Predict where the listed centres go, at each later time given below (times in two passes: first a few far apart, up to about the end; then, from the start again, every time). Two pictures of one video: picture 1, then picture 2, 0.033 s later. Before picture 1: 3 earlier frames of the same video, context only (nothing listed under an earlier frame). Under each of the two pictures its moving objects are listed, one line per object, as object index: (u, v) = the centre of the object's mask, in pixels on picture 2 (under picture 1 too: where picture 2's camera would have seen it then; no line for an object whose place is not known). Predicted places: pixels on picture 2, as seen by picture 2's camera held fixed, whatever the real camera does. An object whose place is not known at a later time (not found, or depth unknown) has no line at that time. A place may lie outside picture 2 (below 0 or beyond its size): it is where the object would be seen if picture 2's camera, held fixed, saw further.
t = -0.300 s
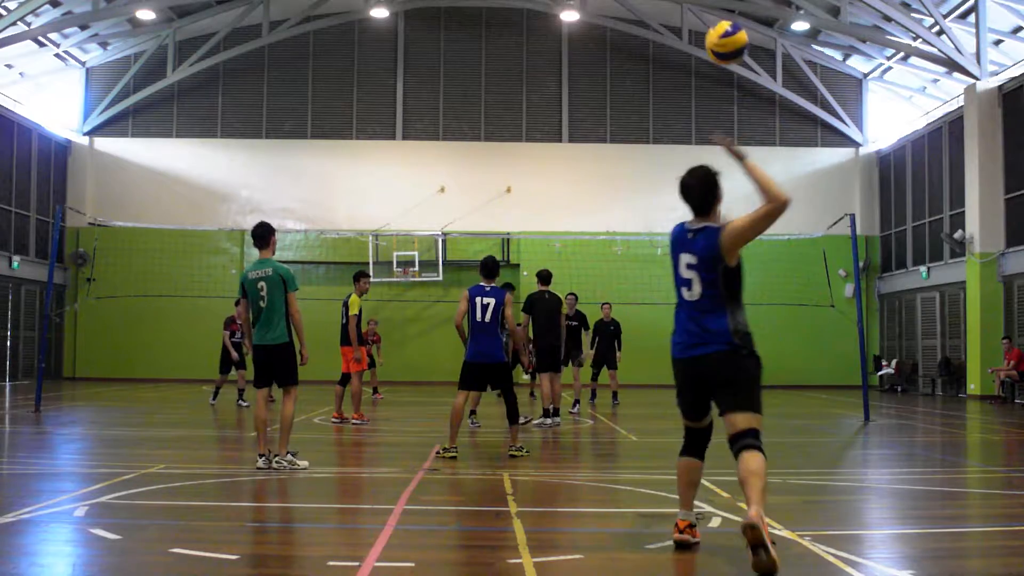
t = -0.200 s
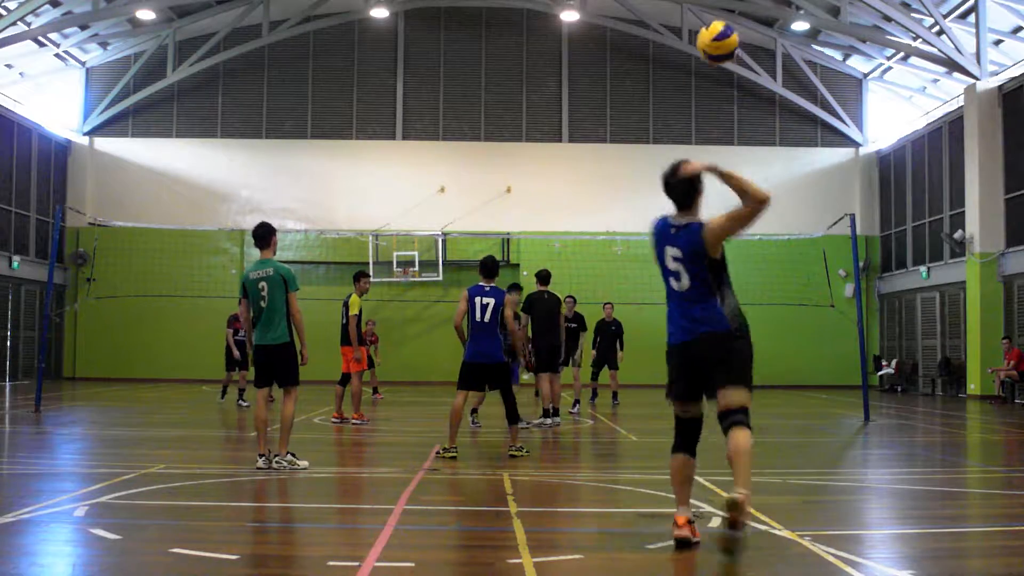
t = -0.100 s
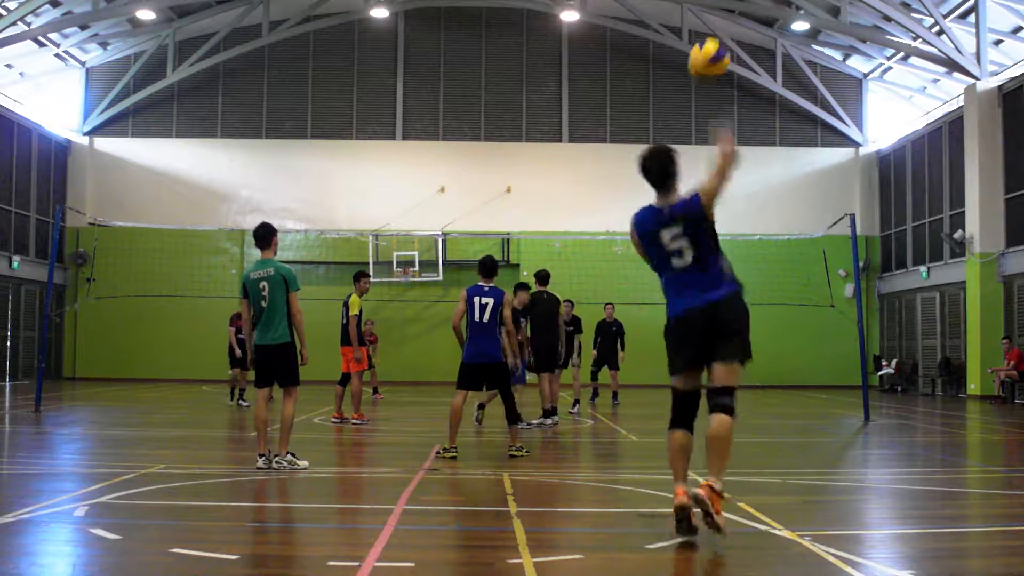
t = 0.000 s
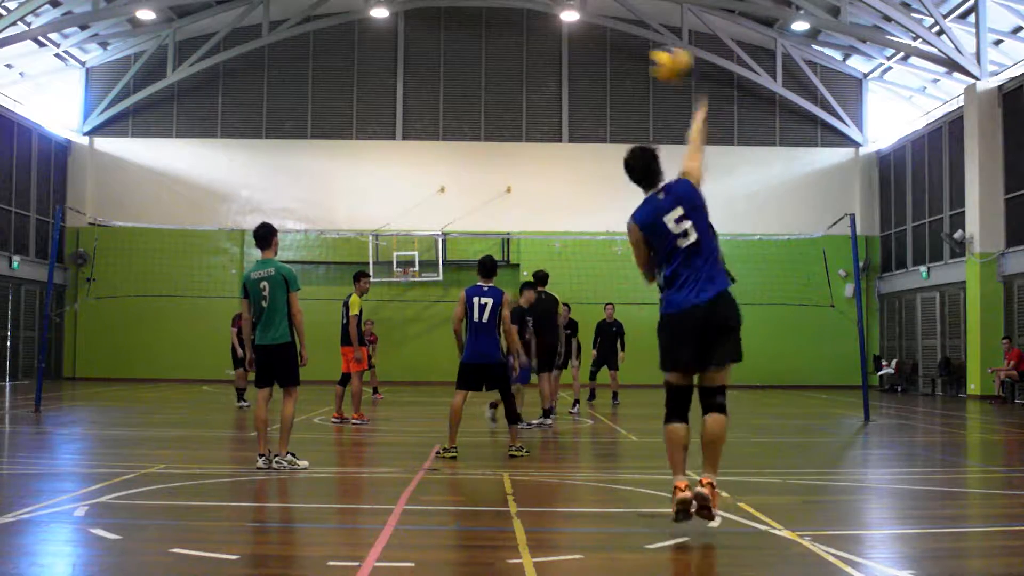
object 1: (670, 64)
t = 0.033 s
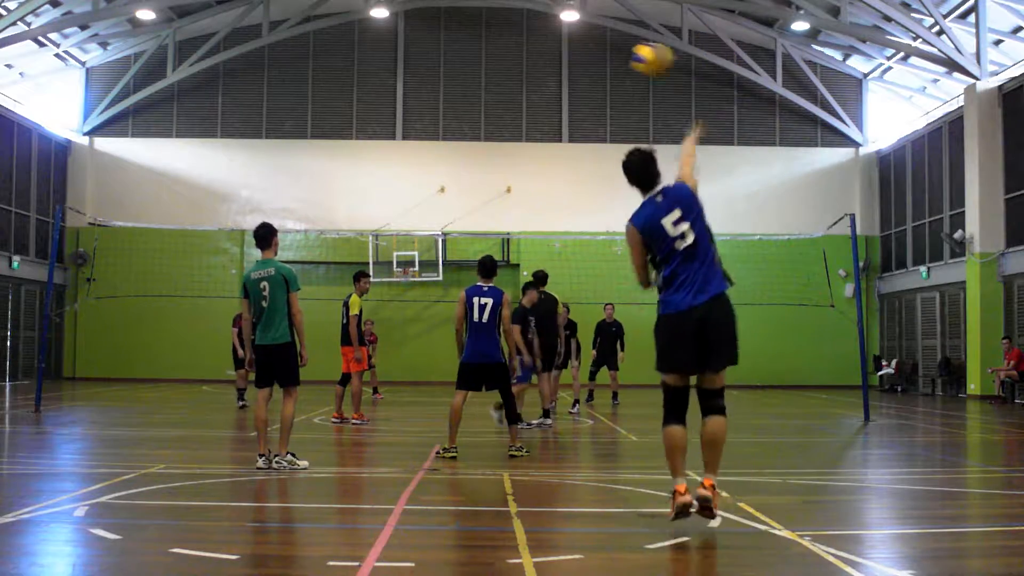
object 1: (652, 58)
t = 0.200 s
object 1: (590, 62)
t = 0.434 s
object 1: (545, 101)
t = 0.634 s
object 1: (518, 158)
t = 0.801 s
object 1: (501, 209)
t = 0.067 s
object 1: (635, 56)
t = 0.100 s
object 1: (623, 56)
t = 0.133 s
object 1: (610, 55)
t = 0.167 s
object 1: (599, 57)
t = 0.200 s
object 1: (590, 62)
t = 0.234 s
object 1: (582, 65)
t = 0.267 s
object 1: (575, 69)
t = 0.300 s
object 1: (568, 73)
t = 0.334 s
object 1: (561, 81)
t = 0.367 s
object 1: (554, 86)
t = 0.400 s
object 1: (550, 93)
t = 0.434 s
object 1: (545, 101)
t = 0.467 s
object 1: (539, 109)
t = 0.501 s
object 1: (536, 118)
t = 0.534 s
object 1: (531, 127)
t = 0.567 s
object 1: (527, 137)
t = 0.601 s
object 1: (522, 147)
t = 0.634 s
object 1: (518, 158)
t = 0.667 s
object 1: (515, 168)
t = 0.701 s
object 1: (509, 179)
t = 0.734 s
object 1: (507, 188)
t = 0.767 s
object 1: (504, 198)
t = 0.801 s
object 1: (501, 209)
